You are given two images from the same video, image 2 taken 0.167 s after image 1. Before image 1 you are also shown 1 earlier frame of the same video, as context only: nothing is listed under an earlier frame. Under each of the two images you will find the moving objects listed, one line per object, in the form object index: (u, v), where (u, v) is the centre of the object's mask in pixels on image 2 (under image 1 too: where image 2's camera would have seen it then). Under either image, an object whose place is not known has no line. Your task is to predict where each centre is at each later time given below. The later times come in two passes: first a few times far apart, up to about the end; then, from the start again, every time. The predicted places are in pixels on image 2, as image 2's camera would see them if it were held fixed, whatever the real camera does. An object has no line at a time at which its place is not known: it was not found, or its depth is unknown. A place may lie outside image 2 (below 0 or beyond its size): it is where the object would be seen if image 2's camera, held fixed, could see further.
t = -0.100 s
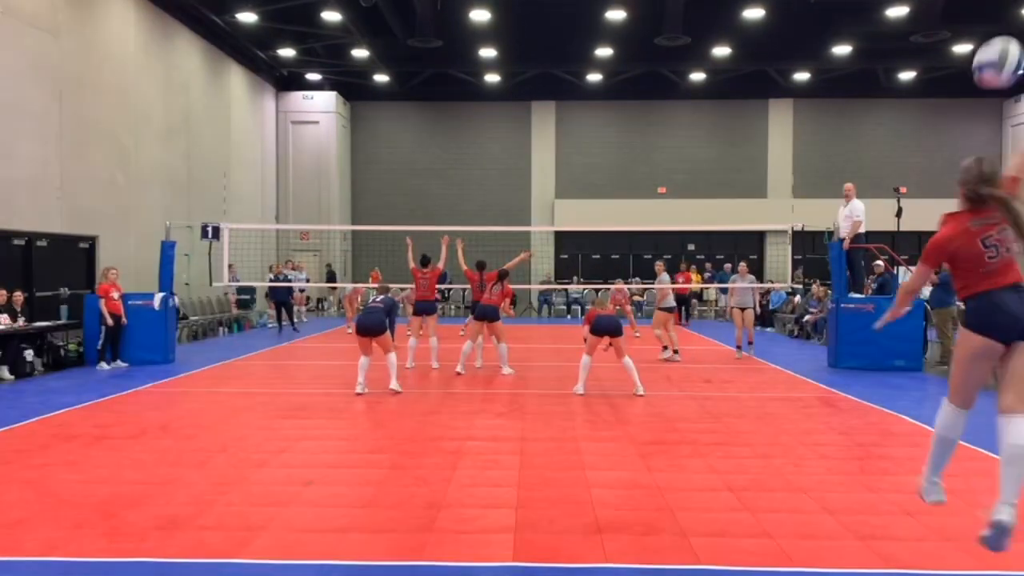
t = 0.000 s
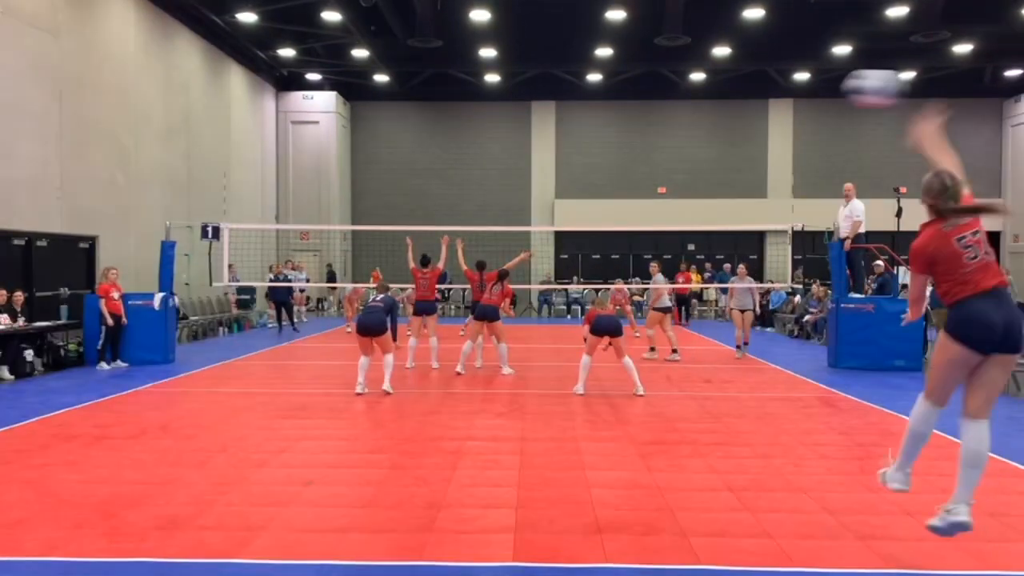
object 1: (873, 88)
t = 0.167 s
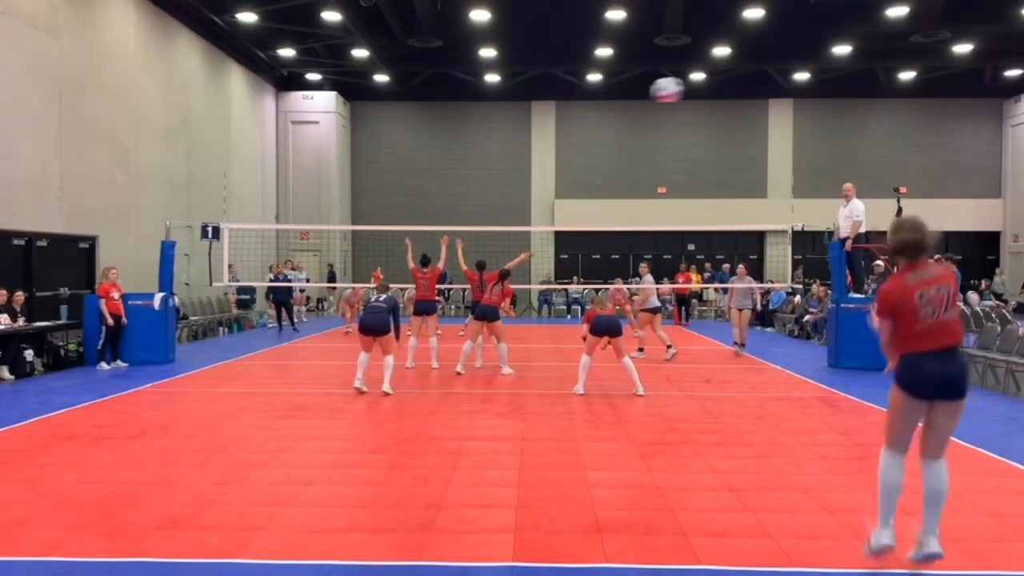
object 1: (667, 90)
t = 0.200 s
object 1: (643, 93)
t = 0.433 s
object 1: (540, 133)
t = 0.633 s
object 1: (491, 181)
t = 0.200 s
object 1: (643, 93)
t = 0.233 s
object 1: (622, 97)
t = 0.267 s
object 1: (604, 101)
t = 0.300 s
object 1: (588, 106)
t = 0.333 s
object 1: (575, 112)
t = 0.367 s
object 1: (563, 118)
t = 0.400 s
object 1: (551, 125)
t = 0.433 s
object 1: (540, 133)
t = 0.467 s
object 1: (529, 141)
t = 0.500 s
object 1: (521, 149)
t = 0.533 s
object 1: (513, 157)
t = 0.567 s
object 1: (505, 165)
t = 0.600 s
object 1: (497, 173)
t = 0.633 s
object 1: (491, 181)
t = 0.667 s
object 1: (484, 189)
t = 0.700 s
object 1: (478, 198)
